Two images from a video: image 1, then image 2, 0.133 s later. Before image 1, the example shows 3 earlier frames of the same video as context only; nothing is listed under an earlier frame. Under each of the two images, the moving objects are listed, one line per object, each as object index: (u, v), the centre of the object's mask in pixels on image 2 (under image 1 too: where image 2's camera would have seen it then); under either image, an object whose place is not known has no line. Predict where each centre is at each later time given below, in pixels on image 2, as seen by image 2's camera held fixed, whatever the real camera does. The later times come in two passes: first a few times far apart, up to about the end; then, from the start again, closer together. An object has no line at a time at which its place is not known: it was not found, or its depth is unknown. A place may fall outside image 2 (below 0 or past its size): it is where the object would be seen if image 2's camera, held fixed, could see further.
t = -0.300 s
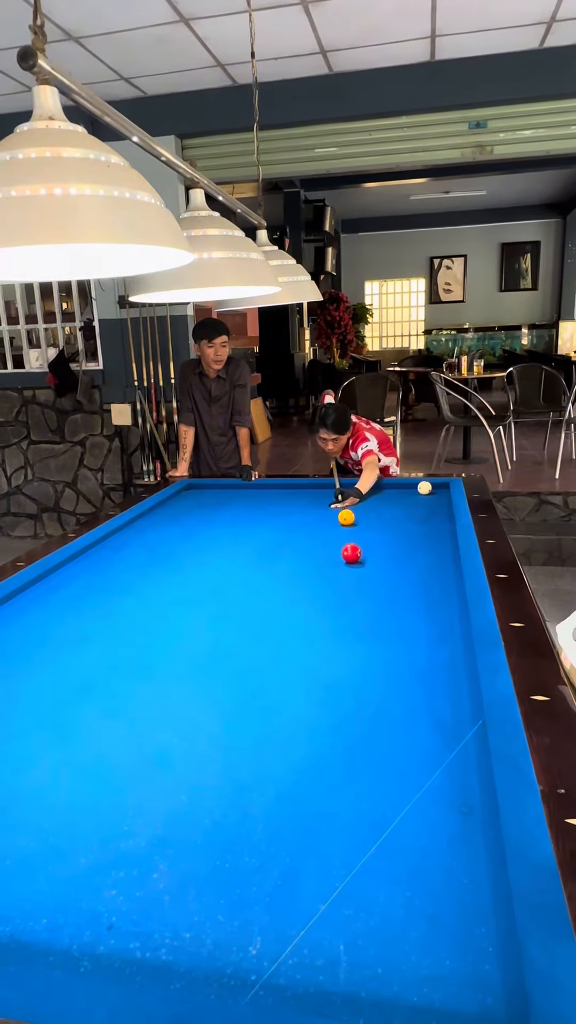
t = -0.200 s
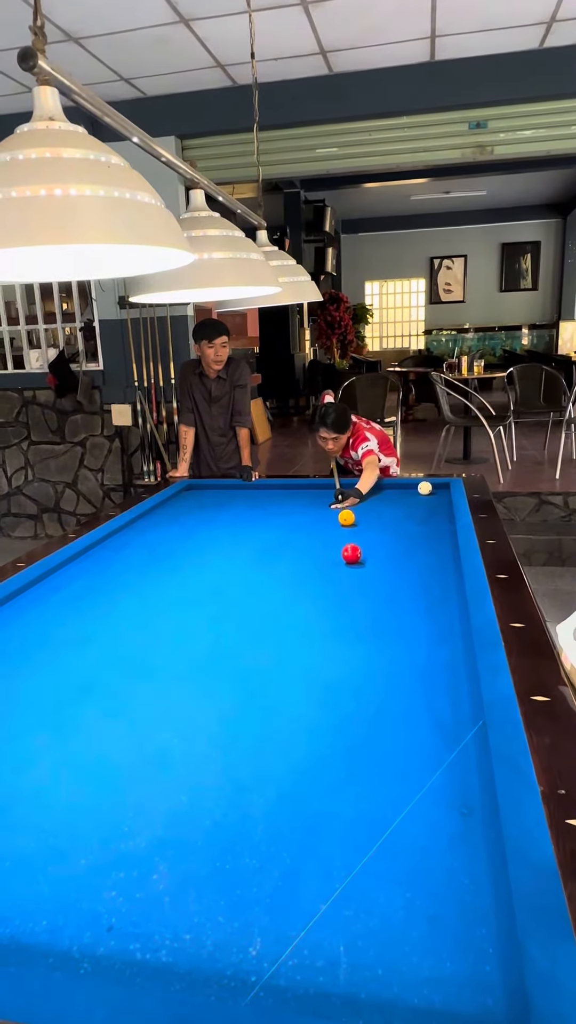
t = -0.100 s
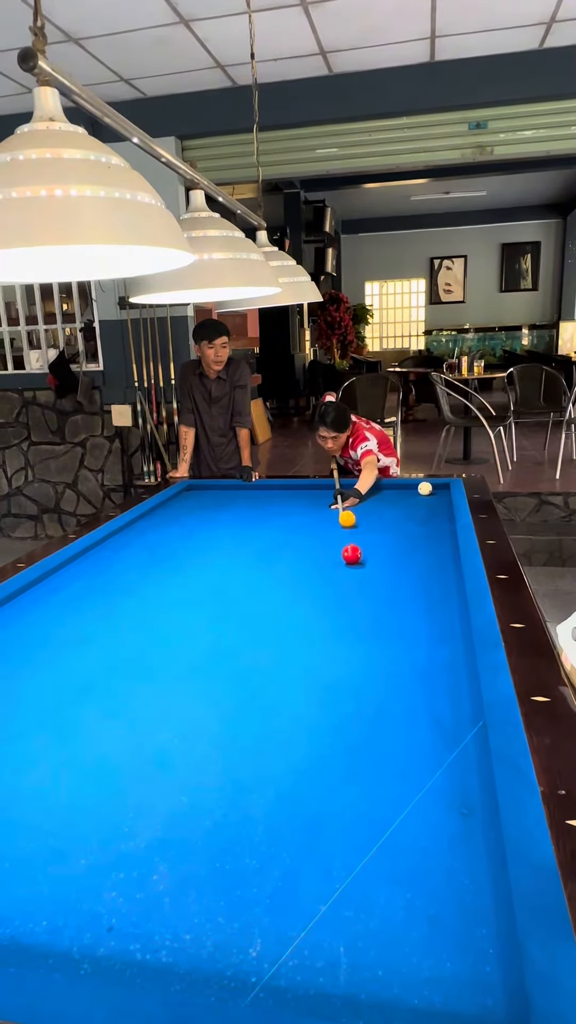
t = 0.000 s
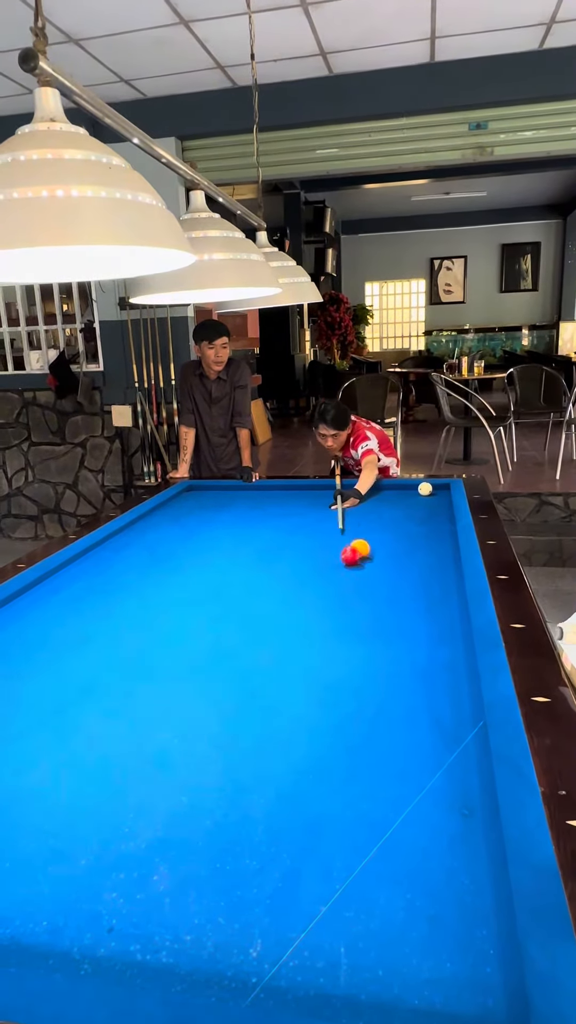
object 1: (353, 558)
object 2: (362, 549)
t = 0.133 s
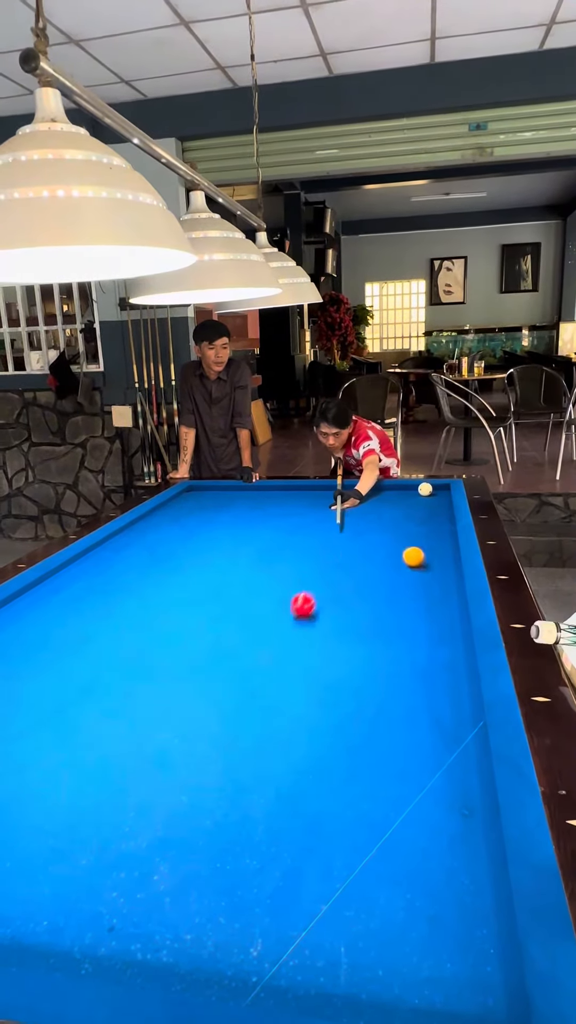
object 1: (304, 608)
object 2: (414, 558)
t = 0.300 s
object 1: (215, 699)
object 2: (438, 573)
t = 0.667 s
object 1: (50, 831)
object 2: (360, 620)
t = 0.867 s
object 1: (116, 722)
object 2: (310, 653)
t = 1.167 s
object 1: (163, 641)
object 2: (209, 719)
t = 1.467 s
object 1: (193, 590)
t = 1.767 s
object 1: (214, 555)
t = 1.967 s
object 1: (224, 537)
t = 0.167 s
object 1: (289, 623)
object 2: (427, 561)
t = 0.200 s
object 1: (274, 641)
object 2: (439, 563)
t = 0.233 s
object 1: (256, 657)
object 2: (451, 566)
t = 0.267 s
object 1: (237, 679)
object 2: (448, 569)
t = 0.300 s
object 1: (215, 699)
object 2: (438, 573)
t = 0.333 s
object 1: (192, 724)
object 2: (430, 577)
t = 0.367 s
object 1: (167, 751)
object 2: (422, 580)
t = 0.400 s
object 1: (137, 782)
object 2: (415, 585)
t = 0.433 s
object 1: (105, 815)
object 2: (409, 588)
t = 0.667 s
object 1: (50, 831)
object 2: (360, 620)
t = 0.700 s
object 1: (66, 806)
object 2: (353, 625)
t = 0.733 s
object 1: (79, 784)
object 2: (345, 630)
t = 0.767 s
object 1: (90, 765)
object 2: (336, 636)
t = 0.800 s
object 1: (100, 750)
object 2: (328, 641)
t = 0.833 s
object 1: (109, 734)
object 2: (319, 647)
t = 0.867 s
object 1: (116, 722)
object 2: (310, 653)
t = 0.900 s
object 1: (122, 711)
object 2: (300, 659)
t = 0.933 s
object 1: (128, 700)
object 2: (290, 666)
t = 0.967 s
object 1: (134, 690)
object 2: (279, 672)
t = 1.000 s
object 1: (140, 681)
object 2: (269, 680)
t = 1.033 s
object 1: (145, 672)
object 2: (258, 687)
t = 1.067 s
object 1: (150, 664)
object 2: (246, 694)
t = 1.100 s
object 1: (154, 656)
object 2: (234, 702)
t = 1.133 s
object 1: (159, 648)
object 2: (222, 710)
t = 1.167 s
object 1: (163, 641)
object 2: (209, 719)
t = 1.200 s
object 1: (167, 635)
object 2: (195, 728)
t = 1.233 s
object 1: (171, 628)
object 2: (181, 737)
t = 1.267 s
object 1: (174, 622)
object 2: (166, 747)
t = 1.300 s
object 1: (178, 616)
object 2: (150, 757)
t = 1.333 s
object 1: (181, 610)
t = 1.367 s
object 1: (184, 605)
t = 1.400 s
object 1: (187, 600)
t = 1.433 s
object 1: (190, 595)
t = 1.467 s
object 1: (193, 590)
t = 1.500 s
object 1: (196, 585)
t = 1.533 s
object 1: (198, 581)
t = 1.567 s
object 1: (201, 577)
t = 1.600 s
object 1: (203, 573)
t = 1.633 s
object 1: (205, 569)
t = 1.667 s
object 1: (208, 565)
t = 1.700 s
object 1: (210, 561)
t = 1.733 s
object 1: (212, 558)
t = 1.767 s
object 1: (214, 555)
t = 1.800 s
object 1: (215, 551)
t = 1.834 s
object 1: (217, 548)
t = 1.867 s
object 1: (219, 545)
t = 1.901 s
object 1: (221, 542)
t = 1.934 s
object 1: (223, 539)
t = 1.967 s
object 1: (224, 537)
